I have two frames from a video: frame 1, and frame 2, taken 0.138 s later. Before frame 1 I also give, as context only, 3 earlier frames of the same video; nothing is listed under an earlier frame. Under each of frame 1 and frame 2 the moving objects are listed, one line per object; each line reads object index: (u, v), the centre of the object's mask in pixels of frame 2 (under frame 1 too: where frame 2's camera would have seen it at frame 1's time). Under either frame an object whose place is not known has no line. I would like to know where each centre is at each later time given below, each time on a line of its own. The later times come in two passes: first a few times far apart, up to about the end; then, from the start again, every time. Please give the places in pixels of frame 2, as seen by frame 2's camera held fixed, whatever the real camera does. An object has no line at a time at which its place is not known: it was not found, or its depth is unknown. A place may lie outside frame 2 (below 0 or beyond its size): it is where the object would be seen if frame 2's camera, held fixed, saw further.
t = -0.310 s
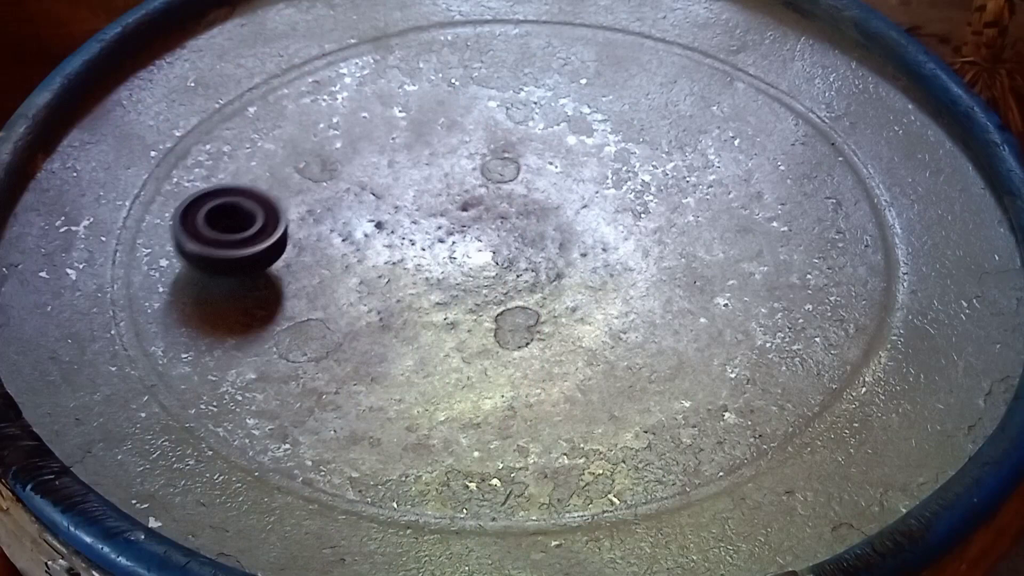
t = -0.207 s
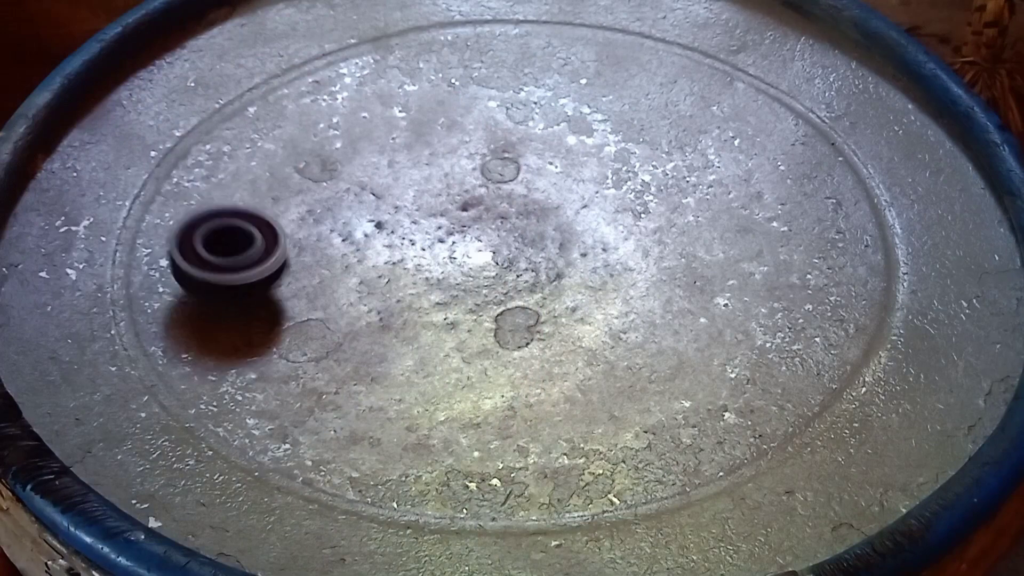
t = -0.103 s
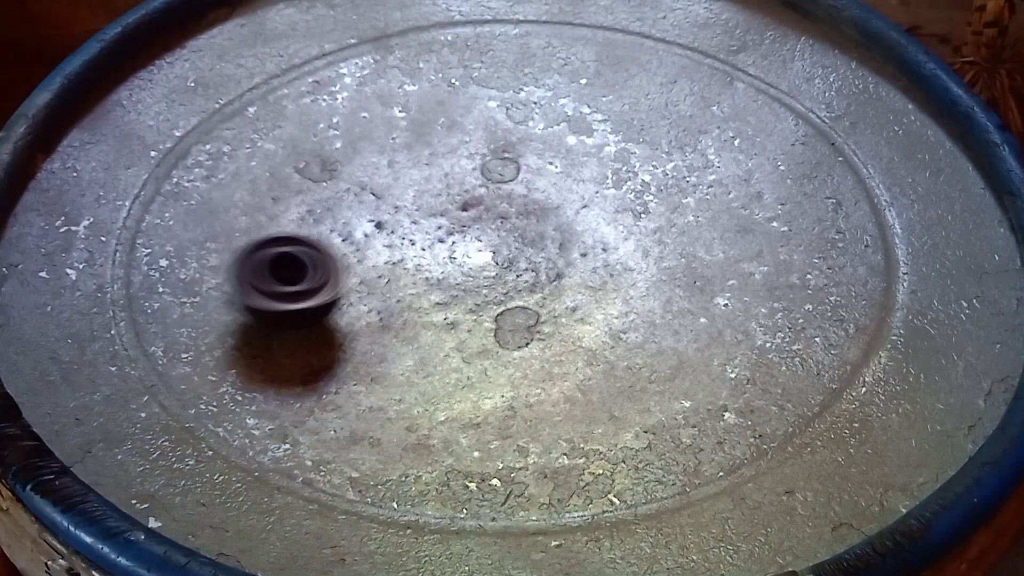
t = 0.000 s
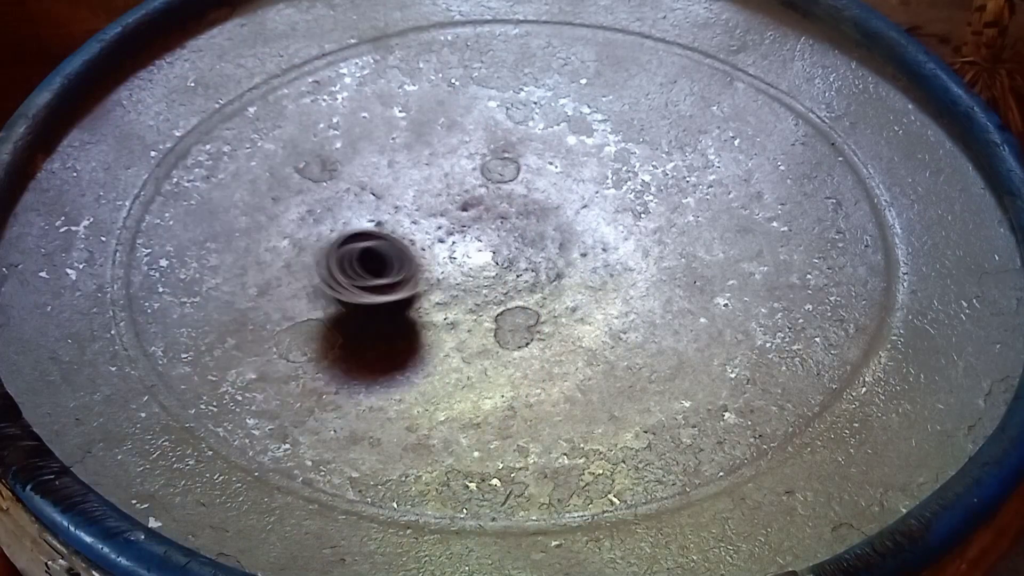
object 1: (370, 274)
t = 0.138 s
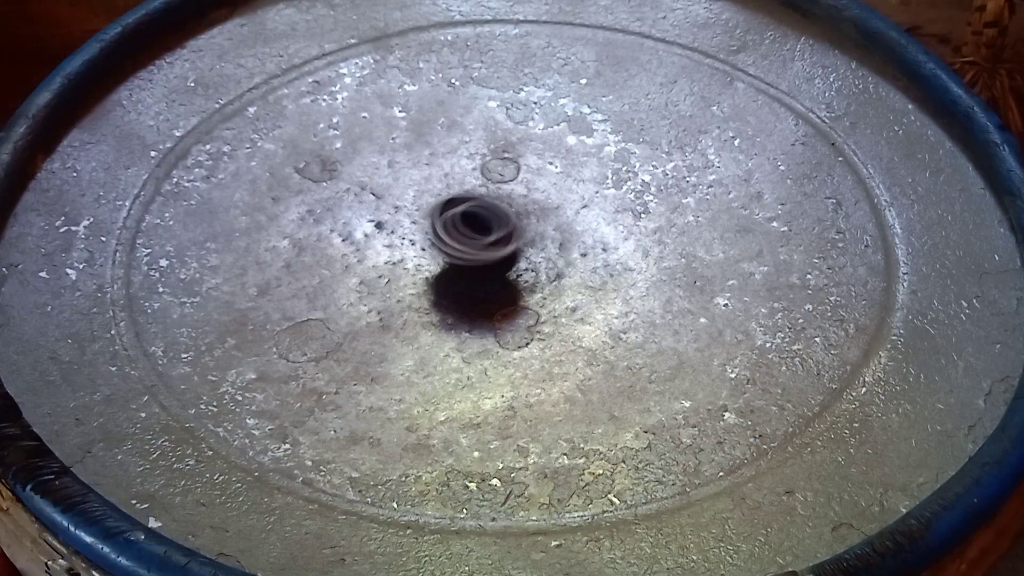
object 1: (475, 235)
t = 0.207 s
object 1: (511, 200)
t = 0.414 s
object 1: (516, 100)
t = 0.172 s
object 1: (497, 218)
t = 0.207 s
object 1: (511, 200)
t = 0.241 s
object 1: (521, 179)
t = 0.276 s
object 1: (526, 161)
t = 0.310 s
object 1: (530, 142)
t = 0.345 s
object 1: (528, 129)
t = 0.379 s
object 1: (523, 114)
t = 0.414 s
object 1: (516, 100)
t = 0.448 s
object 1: (505, 90)
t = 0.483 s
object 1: (493, 81)
